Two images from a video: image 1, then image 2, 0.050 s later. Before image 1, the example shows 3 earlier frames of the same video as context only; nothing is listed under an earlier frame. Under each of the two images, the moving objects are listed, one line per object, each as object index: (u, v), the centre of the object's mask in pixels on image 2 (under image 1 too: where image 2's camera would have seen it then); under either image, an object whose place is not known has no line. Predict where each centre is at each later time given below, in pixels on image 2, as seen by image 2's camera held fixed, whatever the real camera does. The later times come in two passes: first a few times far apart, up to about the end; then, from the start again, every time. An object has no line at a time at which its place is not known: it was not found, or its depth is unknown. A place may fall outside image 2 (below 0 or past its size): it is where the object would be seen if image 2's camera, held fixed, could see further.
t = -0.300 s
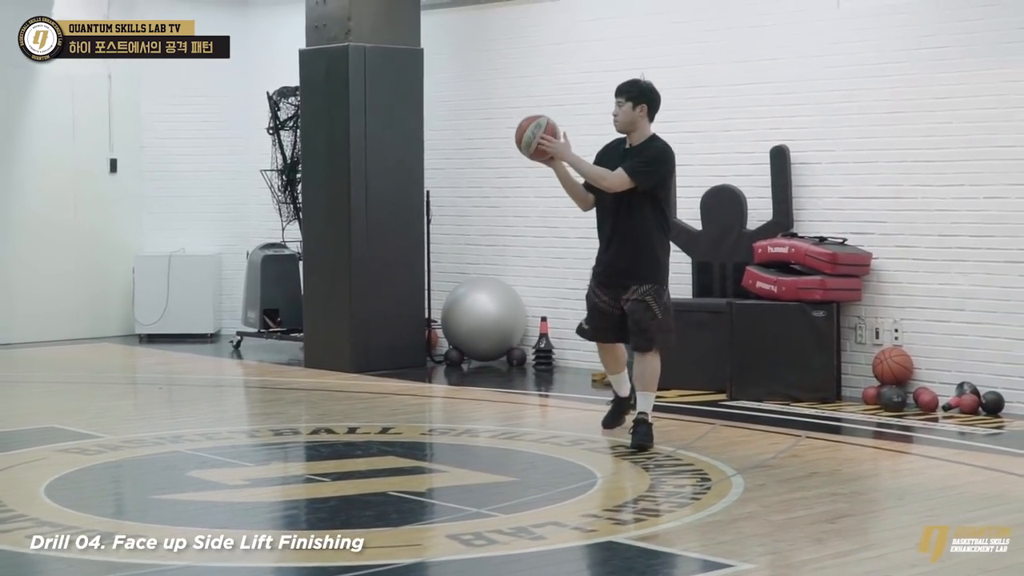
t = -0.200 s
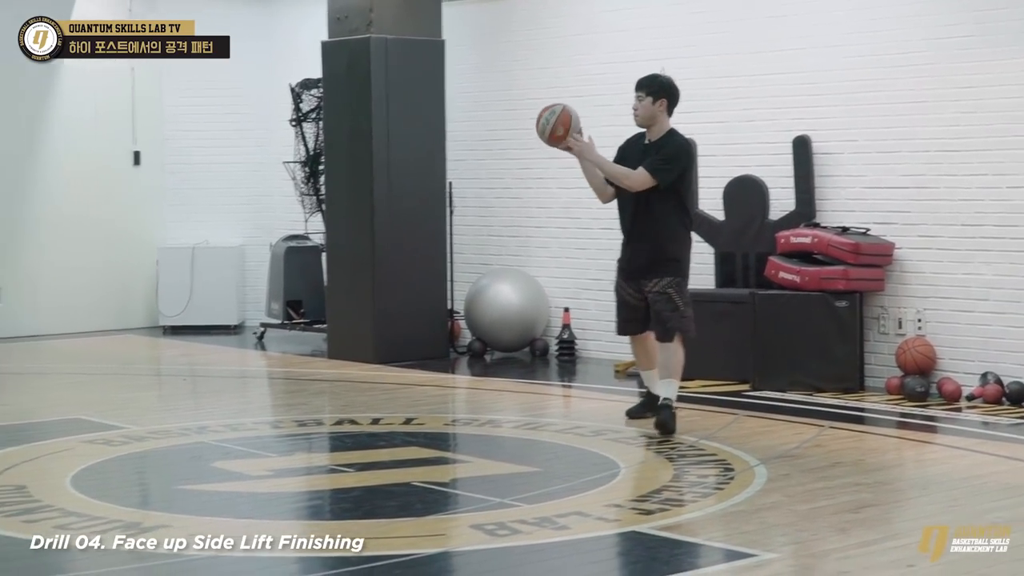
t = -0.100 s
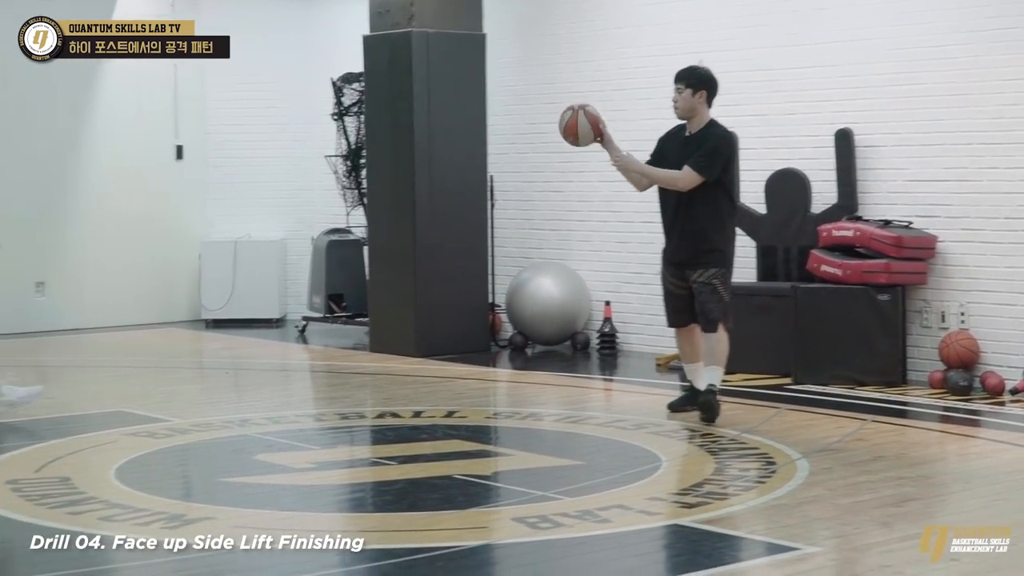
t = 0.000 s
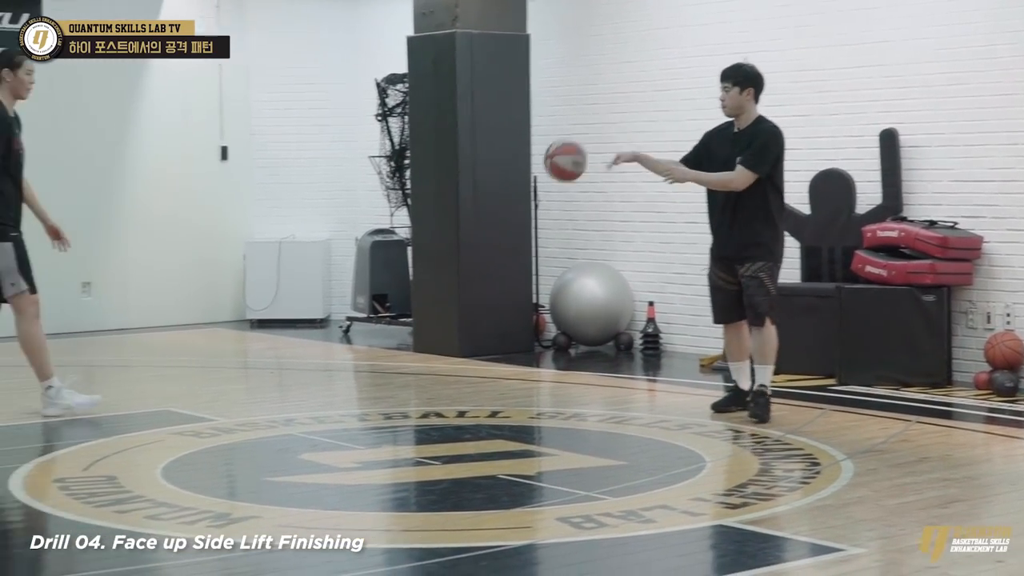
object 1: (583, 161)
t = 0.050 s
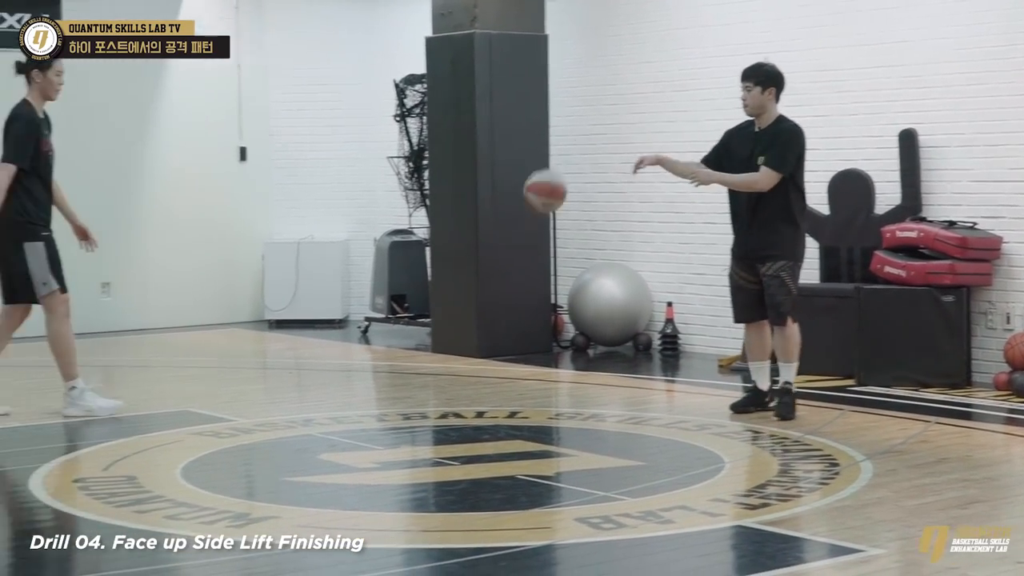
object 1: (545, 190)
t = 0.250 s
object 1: (400, 350)
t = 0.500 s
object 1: (296, 263)
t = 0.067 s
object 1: (533, 201)
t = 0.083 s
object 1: (520, 213)
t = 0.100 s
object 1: (508, 224)
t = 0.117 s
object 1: (496, 236)
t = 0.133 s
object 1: (484, 250)
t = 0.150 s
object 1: (472, 262)
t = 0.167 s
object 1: (459, 276)
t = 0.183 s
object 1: (447, 290)
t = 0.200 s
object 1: (435, 304)
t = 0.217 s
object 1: (424, 319)
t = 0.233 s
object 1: (412, 334)
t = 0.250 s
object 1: (400, 350)
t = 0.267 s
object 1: (387, 366)
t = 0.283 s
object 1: (375, 384)
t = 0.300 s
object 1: (368, 378)
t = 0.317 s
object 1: (361, 367)
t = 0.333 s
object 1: (356, 356)
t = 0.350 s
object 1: (350, 344)
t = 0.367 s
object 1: (344, 332)
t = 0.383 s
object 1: (338, 321)
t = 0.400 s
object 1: (332, 311)
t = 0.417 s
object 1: (327, 302)
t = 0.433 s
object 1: (320, 293)
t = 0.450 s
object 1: (314, 285)
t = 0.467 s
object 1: (308, 277)
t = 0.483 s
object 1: (302, 270)
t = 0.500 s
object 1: (296, 263)
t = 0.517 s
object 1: (291, 256)
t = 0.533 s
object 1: (285, 250)
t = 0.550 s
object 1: (278, 245)
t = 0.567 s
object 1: (272, 240)
